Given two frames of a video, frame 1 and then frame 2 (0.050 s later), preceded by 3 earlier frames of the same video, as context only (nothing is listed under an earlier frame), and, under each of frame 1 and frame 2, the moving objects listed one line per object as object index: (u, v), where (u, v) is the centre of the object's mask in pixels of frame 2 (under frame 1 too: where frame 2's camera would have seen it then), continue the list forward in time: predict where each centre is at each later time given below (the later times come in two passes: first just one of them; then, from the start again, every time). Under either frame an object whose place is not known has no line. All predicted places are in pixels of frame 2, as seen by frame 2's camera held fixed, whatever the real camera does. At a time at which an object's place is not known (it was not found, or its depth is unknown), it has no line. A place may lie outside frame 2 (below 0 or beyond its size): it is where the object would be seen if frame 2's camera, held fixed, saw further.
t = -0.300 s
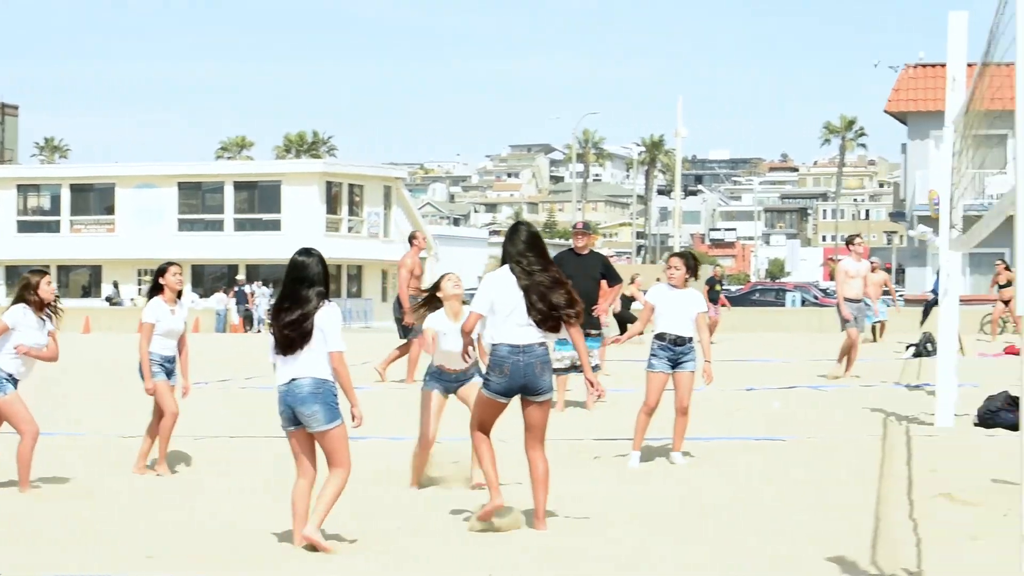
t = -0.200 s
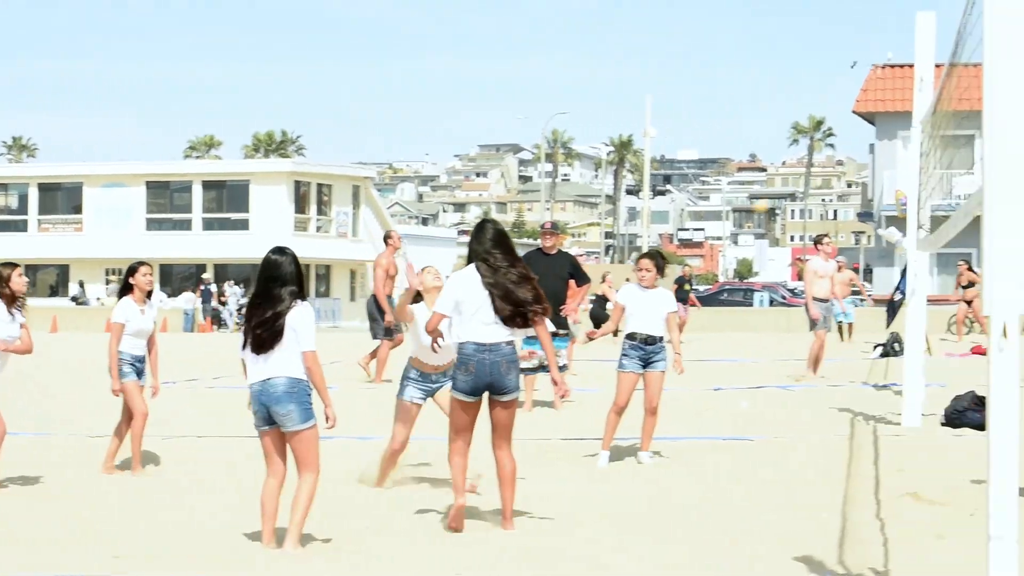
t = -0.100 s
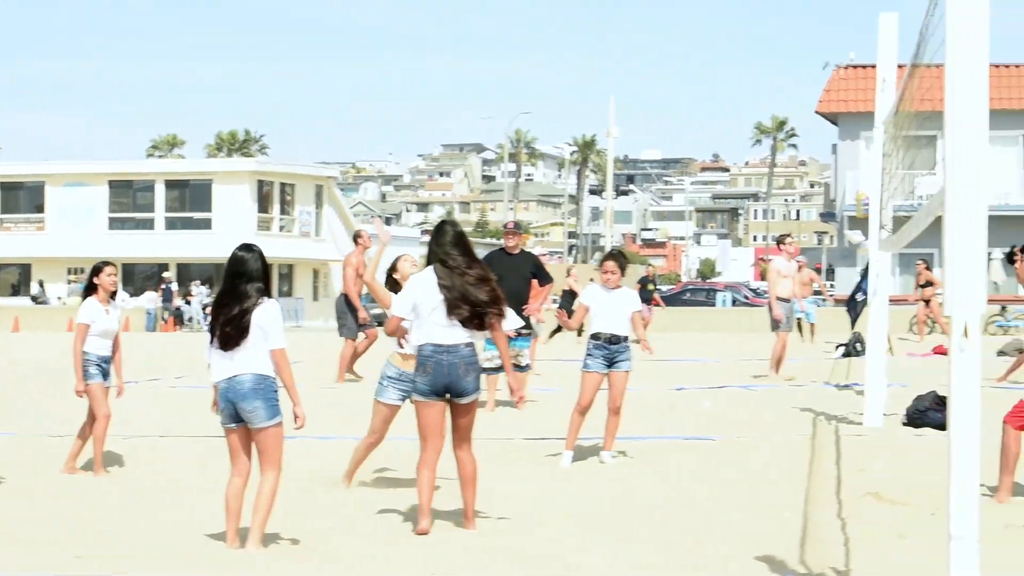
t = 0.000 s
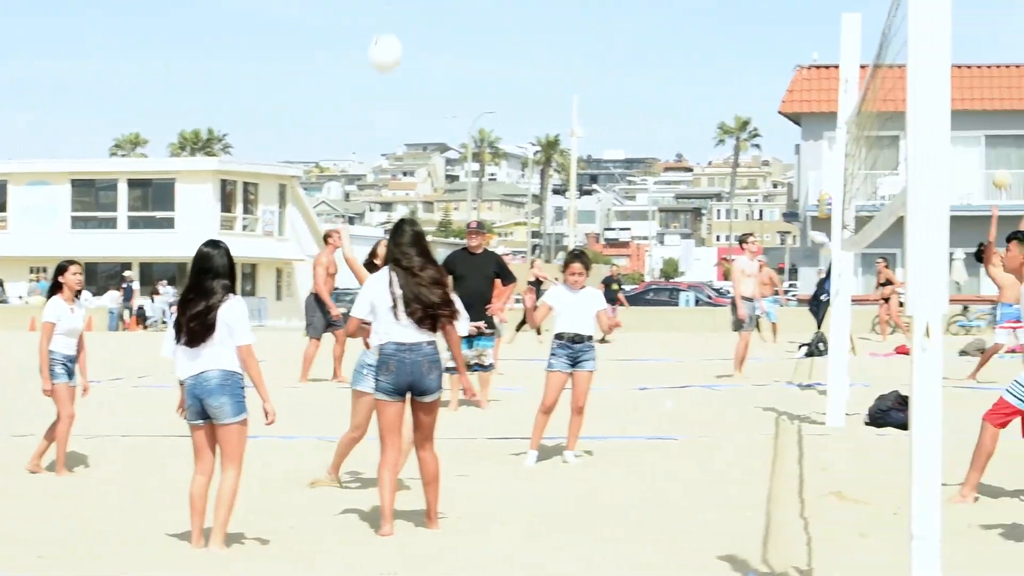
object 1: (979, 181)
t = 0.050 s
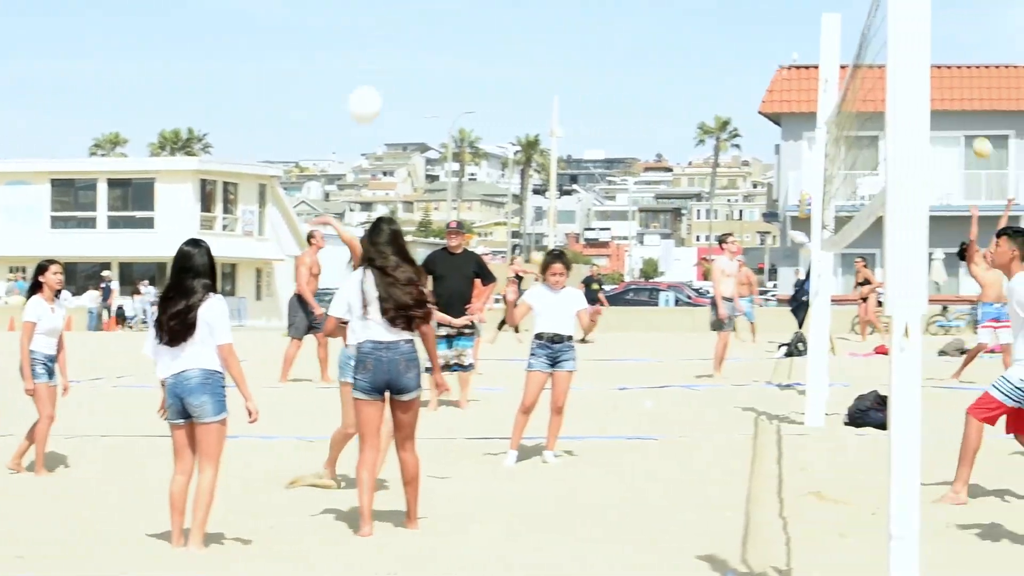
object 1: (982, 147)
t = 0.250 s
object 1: (990, 40)
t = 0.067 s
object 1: (983, 137)
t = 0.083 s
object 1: (984, 127)
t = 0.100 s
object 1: (984, 118)
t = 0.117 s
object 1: (985, 109)
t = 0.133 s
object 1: (987, 99)
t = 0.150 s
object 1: (987, 88)
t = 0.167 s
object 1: (988, 79)
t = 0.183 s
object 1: (989, 71)
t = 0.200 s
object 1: (990, 64)
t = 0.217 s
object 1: (989, 56)
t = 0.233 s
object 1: (990, 48)
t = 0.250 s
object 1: (990, 40)
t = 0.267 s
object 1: (991, 34)
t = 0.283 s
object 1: (992, 27)
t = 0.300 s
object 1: (992, 20)
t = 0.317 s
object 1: (992, 13)
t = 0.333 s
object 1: (993, 7)
